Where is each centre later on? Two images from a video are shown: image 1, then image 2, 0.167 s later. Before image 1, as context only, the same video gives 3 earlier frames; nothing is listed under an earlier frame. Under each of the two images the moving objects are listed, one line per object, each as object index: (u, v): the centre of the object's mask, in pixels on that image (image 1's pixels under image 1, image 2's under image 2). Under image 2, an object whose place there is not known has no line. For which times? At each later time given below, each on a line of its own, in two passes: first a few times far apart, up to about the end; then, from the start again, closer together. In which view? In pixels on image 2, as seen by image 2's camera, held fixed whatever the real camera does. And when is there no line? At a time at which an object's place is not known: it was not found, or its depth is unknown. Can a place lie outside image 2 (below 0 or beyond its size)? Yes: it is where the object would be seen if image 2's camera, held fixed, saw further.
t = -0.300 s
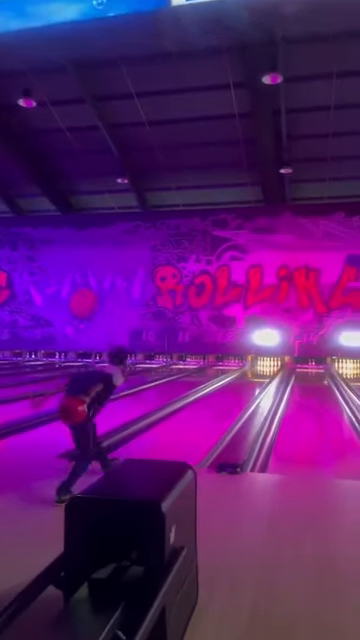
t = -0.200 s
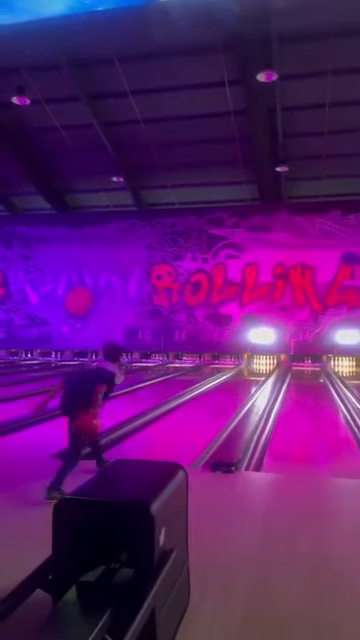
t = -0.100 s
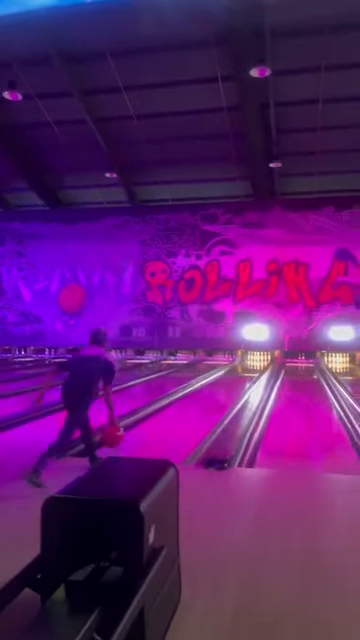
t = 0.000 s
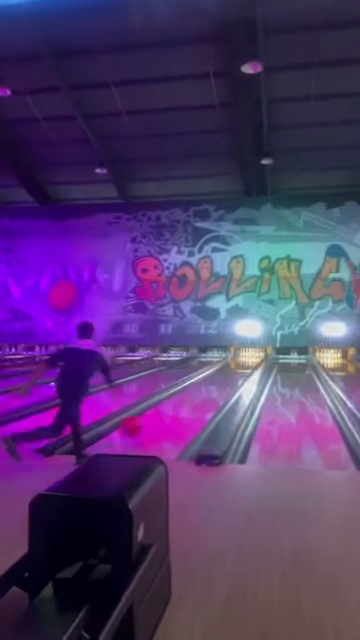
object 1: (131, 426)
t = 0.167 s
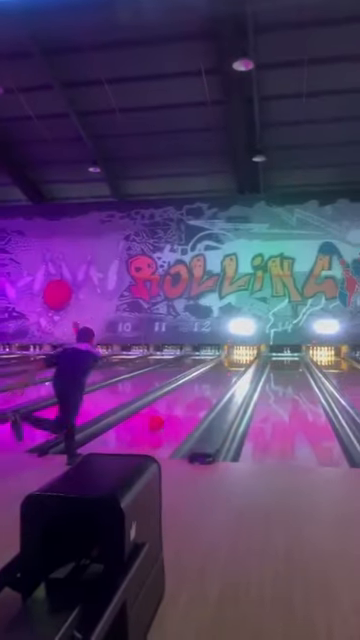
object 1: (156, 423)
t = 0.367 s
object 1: (180, 405)
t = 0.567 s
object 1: (196, 392)
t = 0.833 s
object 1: (212, 381)
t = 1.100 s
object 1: (223, 373)
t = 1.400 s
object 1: (231, 365)
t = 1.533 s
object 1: (234, 365)
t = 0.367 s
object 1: (180, 405)
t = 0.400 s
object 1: (183, 402)
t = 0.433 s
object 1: (186, 400)
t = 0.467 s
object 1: (189, 398)
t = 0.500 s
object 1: (191, 396)
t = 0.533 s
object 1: (194, 394)
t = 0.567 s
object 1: (196, 392)
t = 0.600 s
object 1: (199, 390)
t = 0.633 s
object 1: (201, 389)
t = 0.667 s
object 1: (203, 388)
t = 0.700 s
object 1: (205, 386)
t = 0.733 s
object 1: (207, 385)
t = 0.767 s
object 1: (209, 383)
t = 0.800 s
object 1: (210, 382)
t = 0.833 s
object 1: (212, 381)
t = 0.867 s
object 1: (213, 379)
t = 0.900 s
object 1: (215, 379)
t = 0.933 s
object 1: (216, 377)
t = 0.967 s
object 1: (218, 376)
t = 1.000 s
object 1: (219, 375)
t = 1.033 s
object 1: (220, 374)
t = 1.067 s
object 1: (222, 373)
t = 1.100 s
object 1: (223, 373)
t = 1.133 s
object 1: (224, 372)
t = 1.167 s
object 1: (225, 371)
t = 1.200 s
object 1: (226, 370)
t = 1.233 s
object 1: (228, 369)
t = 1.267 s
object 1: (229, 369)
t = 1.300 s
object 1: (229, 368)
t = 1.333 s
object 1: (230, 368)
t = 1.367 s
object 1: (231, 367)
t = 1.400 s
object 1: (231, 365)
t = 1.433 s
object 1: (233, 366)
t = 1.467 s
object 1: (233, 366)
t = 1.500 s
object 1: (233, 365)
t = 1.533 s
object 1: (234, 365)
